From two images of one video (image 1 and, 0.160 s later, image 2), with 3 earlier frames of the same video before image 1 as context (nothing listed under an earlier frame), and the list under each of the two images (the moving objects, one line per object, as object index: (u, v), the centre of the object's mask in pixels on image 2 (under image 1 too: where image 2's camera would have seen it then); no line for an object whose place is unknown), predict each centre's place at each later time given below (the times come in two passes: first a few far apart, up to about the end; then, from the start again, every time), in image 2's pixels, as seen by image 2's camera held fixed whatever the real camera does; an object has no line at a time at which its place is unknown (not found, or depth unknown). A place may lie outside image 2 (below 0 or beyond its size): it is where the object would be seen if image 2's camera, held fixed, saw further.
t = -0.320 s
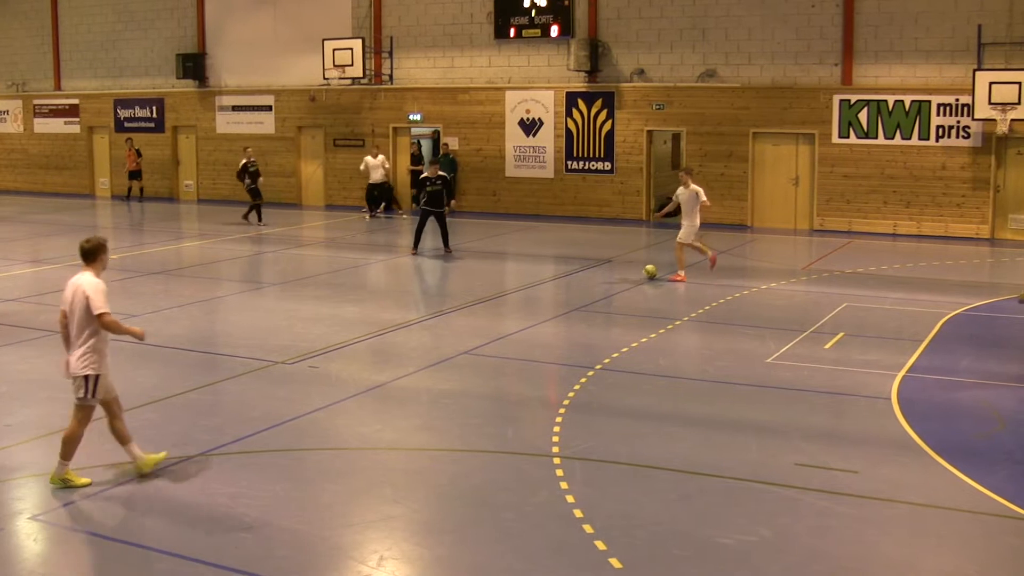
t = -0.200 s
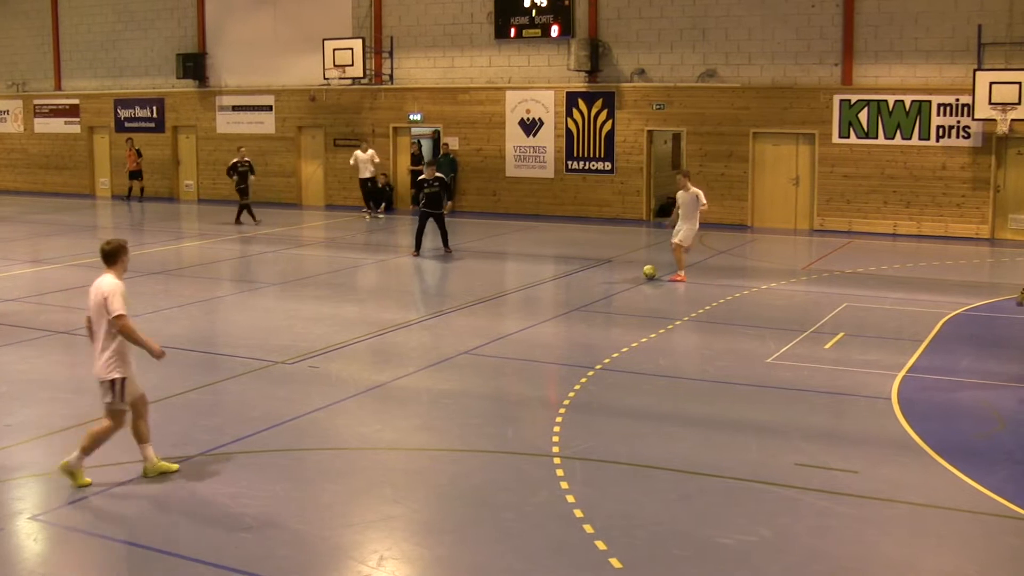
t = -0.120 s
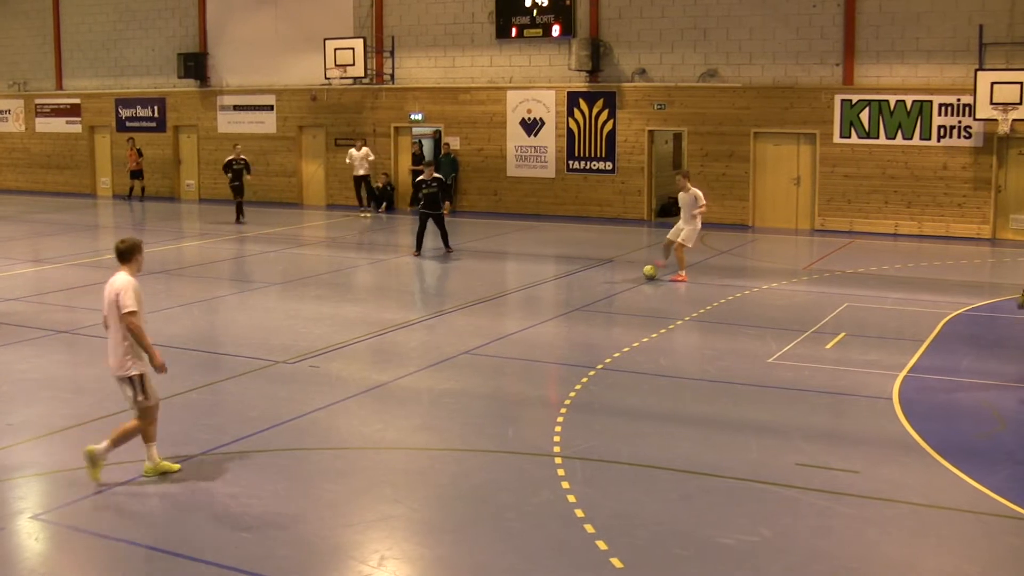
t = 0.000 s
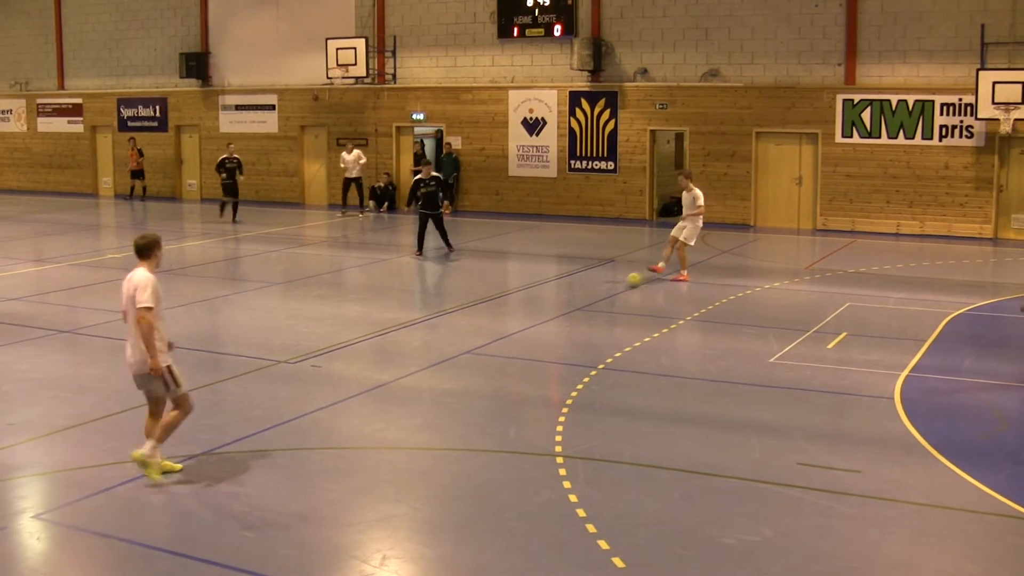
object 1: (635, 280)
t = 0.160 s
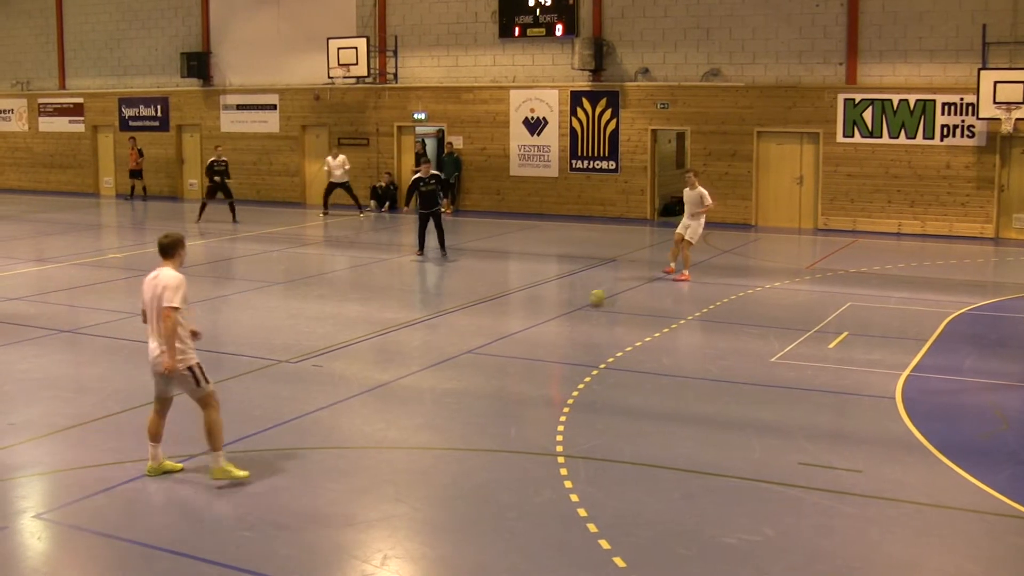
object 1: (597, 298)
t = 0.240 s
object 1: (577, 307)
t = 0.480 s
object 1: (509, 336)
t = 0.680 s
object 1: (447, 368)
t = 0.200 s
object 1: (588, 302)
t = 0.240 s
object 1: (577, 307)
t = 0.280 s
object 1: (566, 312)
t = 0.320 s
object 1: (555, 317)
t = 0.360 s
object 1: (542, 323)
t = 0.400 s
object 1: (532, 328)
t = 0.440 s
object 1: (521, 334)
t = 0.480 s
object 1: (509, 336)
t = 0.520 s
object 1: (496, 346)
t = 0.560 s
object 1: (484, 350)
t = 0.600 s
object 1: (472, 354)
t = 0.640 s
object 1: (460, 359)
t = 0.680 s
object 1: (447, 368)
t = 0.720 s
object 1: (434, 375)
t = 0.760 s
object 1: (421, 380)
